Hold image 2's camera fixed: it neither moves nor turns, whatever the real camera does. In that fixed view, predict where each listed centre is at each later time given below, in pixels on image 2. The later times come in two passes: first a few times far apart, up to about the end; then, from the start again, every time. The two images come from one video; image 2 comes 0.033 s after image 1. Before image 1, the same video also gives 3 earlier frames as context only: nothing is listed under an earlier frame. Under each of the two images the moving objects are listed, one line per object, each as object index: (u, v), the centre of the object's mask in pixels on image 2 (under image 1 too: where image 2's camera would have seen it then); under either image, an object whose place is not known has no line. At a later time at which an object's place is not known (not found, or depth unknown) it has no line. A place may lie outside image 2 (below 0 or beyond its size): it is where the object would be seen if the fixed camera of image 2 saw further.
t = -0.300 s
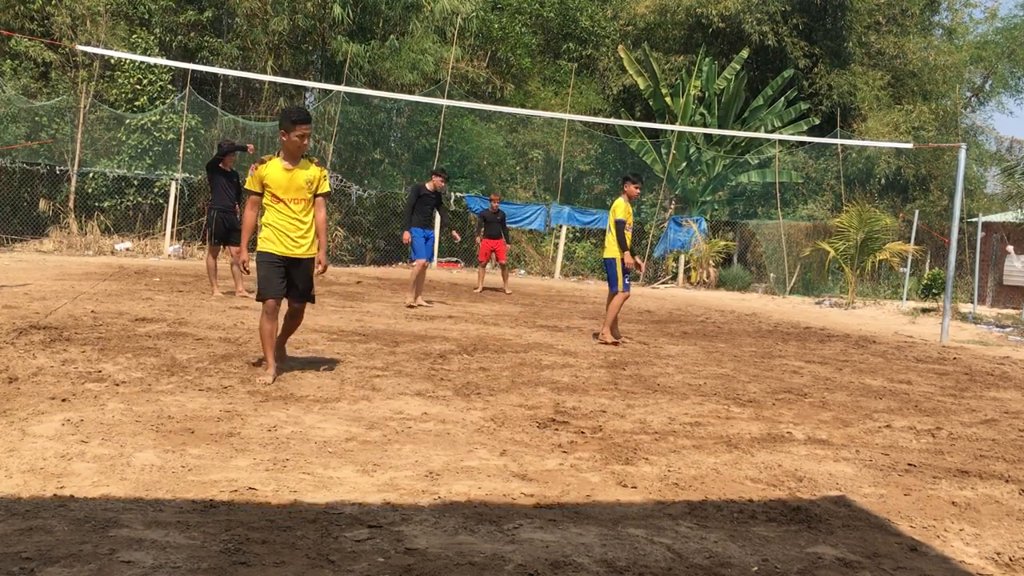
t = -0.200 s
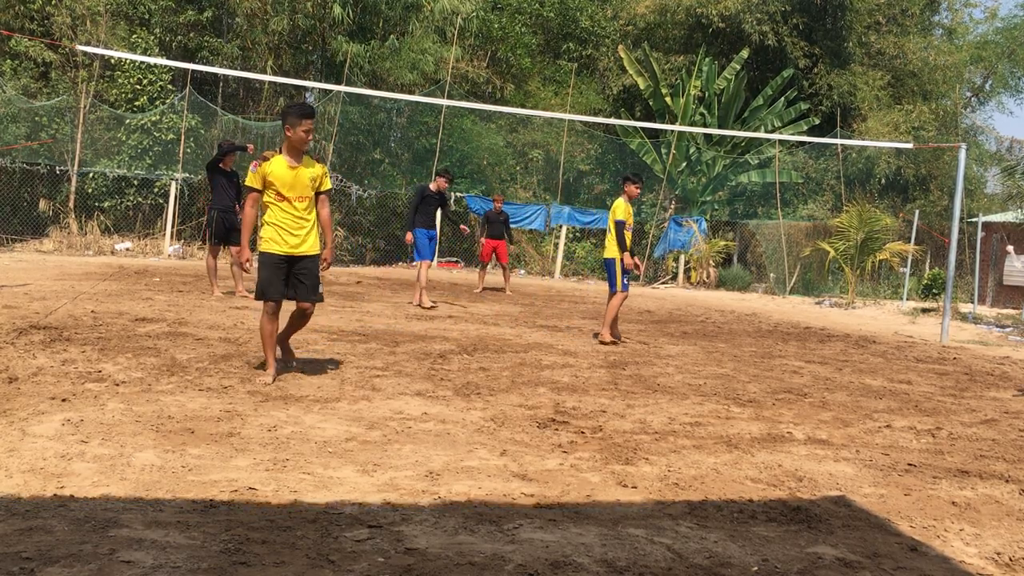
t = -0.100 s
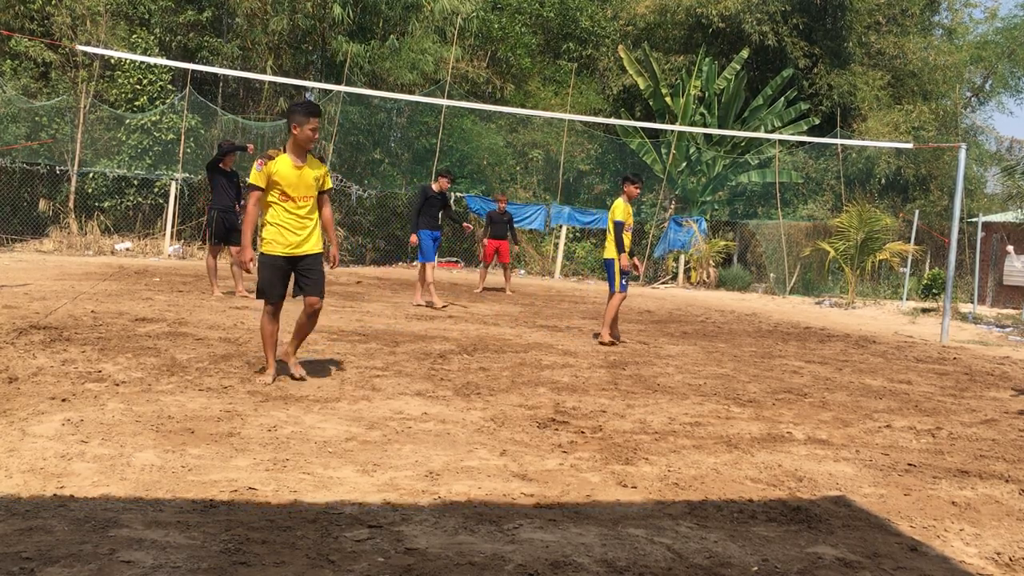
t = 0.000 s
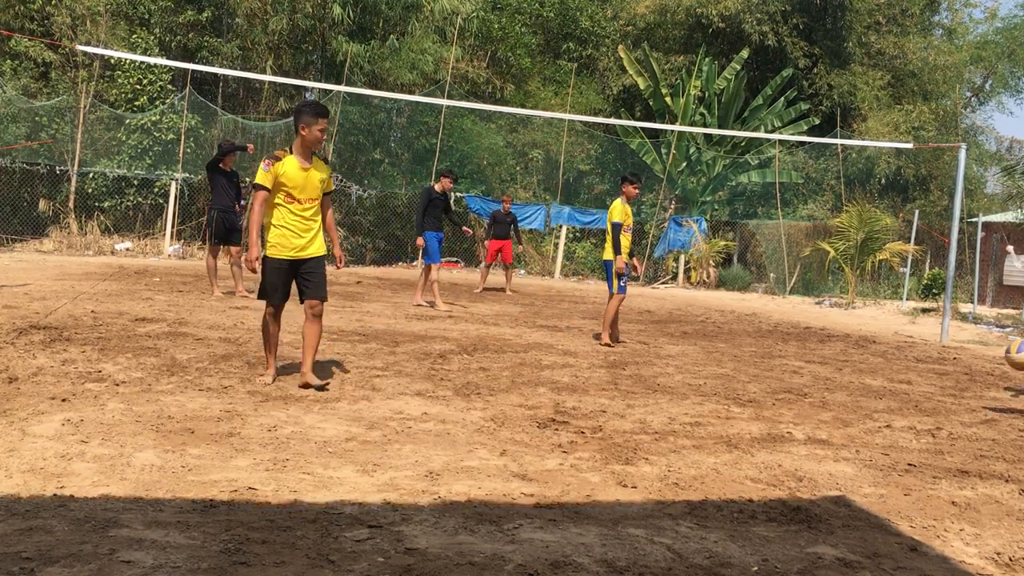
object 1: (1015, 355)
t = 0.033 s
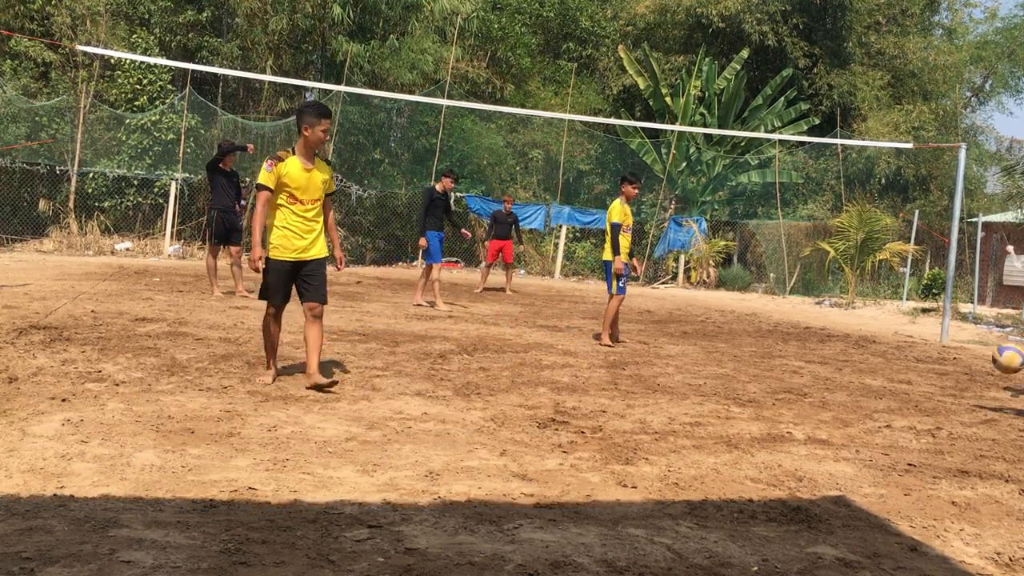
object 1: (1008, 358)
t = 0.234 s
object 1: (934, 378)
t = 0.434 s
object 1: (872, 355)
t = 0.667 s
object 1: (802, 367)
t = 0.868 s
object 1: (748, 359)
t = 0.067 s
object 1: (996, 363)
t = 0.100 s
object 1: (982, 368)
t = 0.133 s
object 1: (970, 376)
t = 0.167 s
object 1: (956, 385)
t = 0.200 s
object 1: (944, 387)
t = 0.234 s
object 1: (934, 378)
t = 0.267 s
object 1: (923, 370)
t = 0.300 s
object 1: (913, 364)
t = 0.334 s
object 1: (903, 359)
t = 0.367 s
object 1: (893, 356)
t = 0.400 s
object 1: (882, 355)
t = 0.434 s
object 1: (872, 355)
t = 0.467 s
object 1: (862, 356)
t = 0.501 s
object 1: (852, 359)
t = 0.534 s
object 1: (842, 364)
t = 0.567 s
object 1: (832, 370)
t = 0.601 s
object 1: (822, 372)
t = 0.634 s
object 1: (812, 370)
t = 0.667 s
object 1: (802, 367)
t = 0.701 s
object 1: (793, 366)
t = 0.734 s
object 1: (783, 365)
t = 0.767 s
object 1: (774, 362)
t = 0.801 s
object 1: (765, 360)
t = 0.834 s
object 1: (757, 359)
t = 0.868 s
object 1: (748, 359)
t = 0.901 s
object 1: (739, 359)
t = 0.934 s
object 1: (731, 357)
